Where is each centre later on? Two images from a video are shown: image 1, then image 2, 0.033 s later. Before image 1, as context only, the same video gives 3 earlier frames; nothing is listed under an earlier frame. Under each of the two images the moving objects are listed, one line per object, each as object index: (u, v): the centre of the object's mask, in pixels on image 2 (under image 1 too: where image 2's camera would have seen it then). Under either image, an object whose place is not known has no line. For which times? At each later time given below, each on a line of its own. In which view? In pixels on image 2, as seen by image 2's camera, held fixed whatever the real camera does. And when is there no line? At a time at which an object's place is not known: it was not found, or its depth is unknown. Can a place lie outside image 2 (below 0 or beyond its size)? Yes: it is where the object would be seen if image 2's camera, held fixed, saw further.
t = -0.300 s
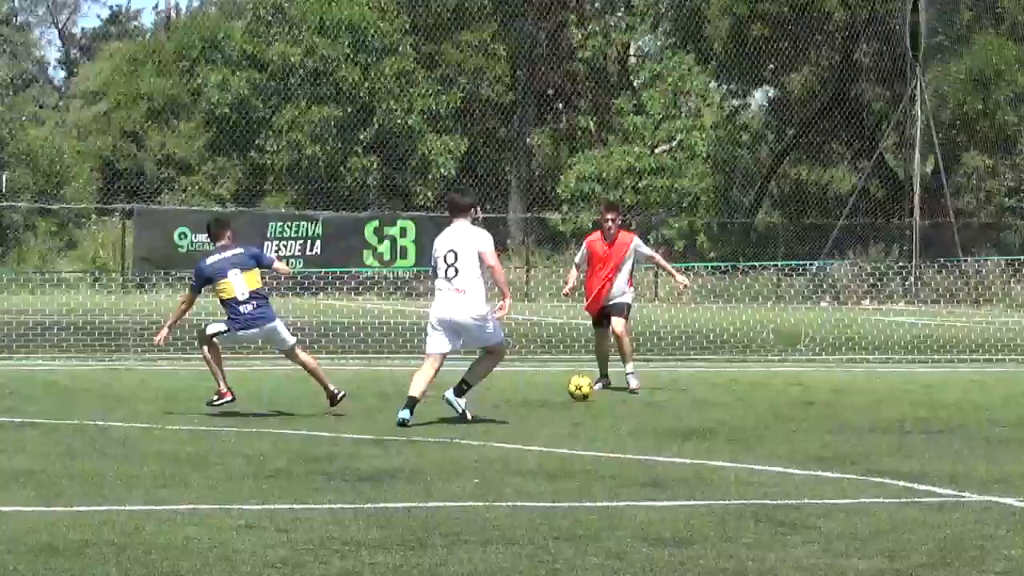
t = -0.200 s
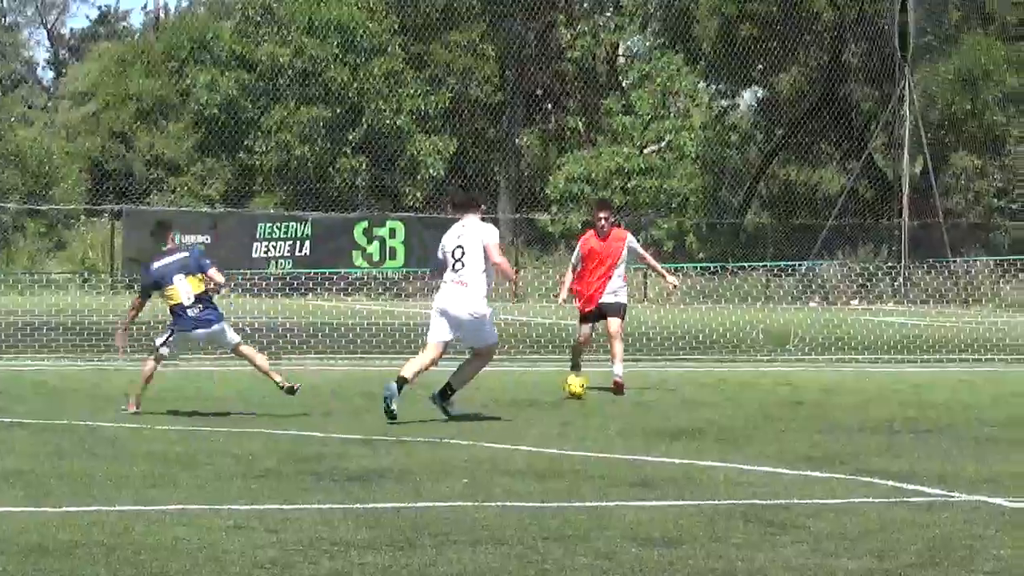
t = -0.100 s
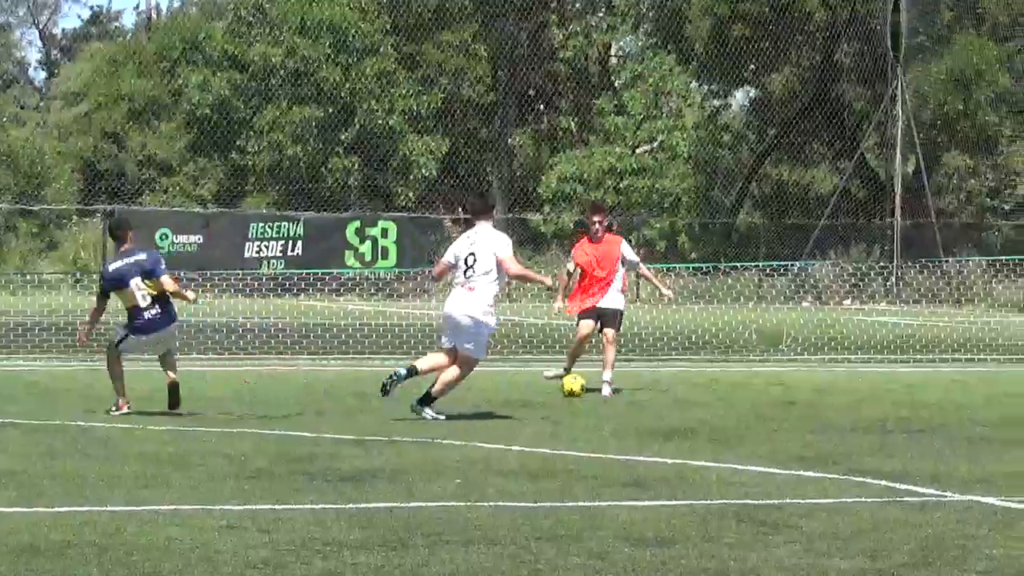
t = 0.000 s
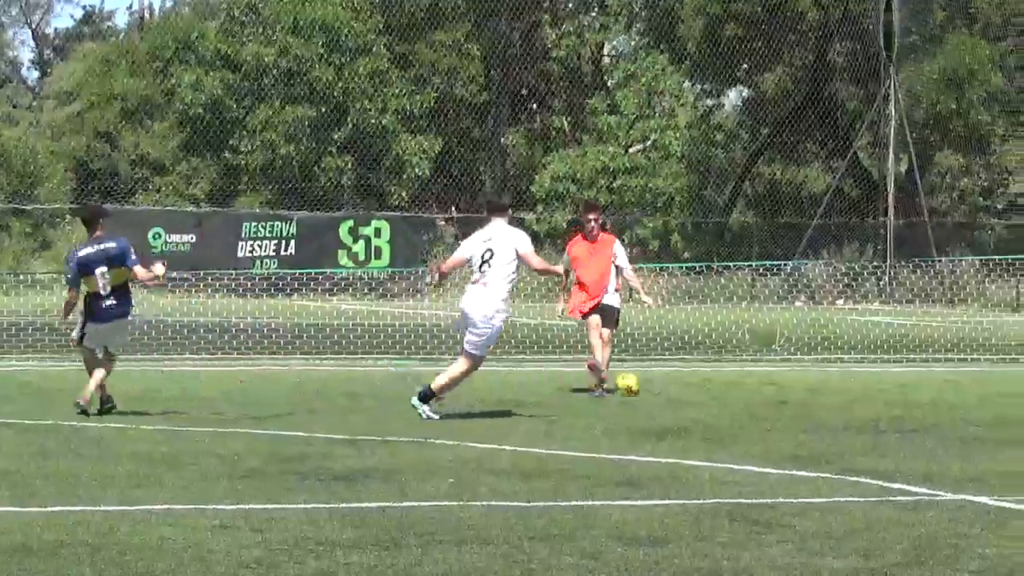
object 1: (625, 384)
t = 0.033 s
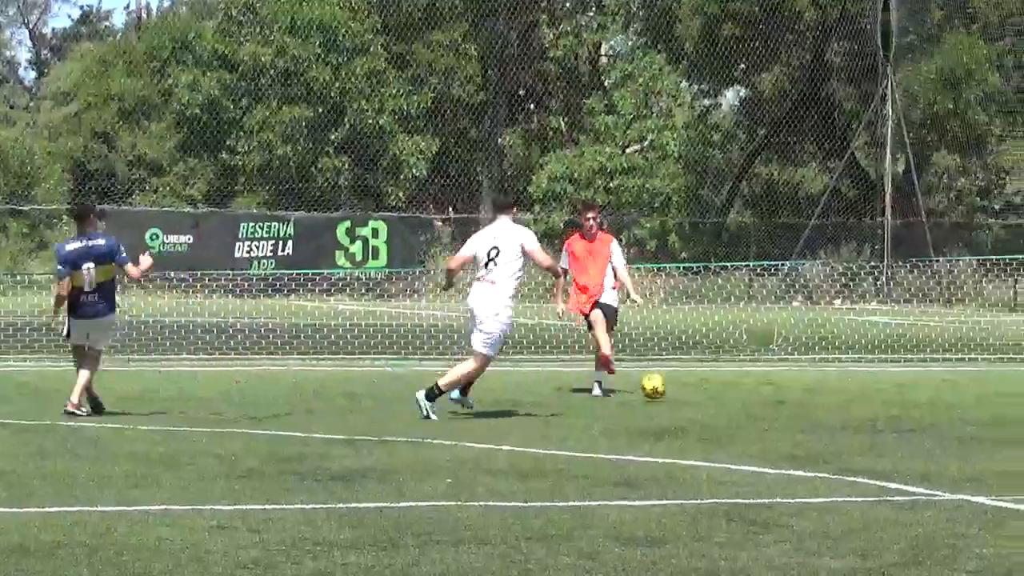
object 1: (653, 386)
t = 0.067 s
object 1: (684, 391)
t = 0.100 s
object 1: (714, 394)
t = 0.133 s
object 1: (742, 395)
